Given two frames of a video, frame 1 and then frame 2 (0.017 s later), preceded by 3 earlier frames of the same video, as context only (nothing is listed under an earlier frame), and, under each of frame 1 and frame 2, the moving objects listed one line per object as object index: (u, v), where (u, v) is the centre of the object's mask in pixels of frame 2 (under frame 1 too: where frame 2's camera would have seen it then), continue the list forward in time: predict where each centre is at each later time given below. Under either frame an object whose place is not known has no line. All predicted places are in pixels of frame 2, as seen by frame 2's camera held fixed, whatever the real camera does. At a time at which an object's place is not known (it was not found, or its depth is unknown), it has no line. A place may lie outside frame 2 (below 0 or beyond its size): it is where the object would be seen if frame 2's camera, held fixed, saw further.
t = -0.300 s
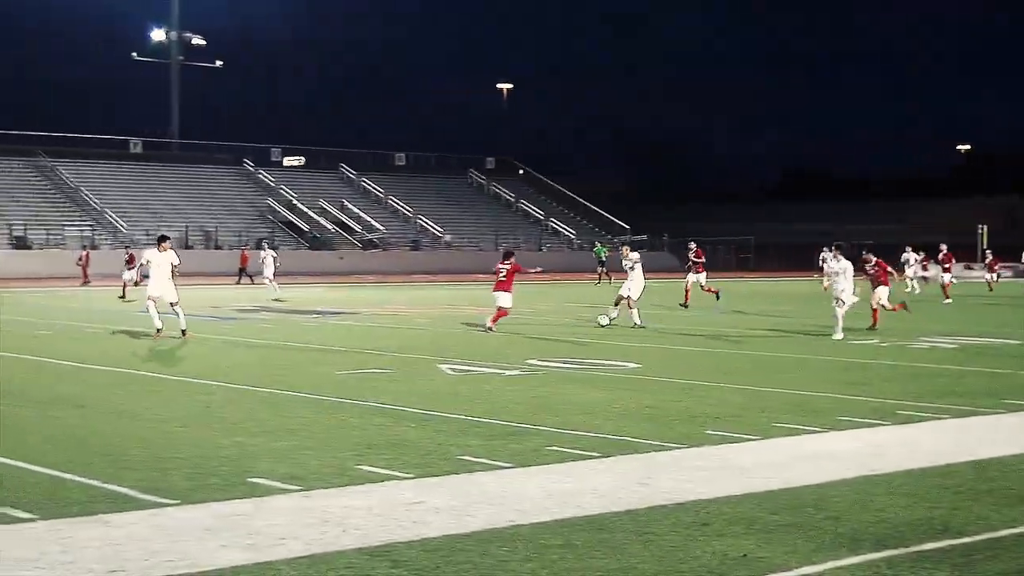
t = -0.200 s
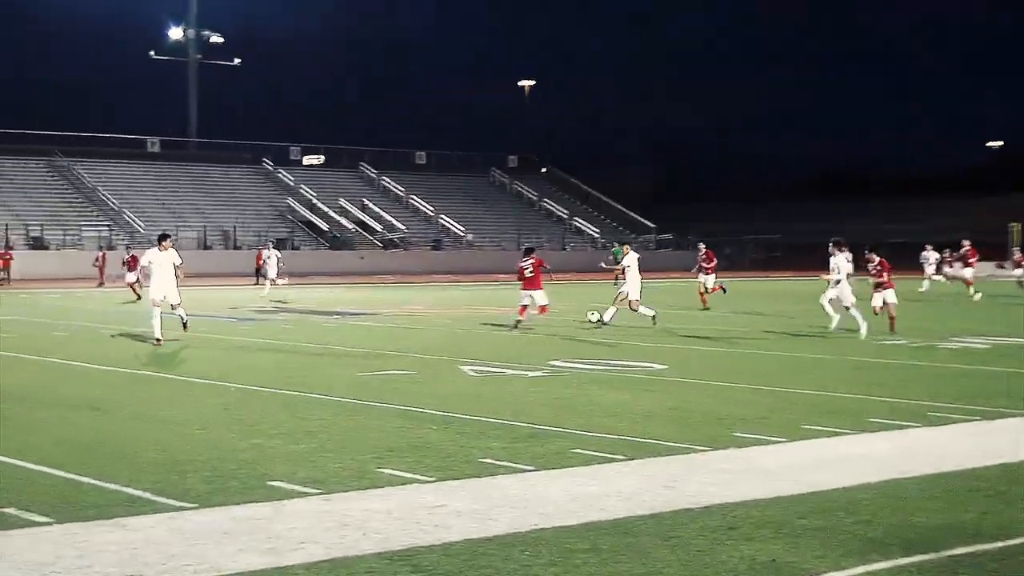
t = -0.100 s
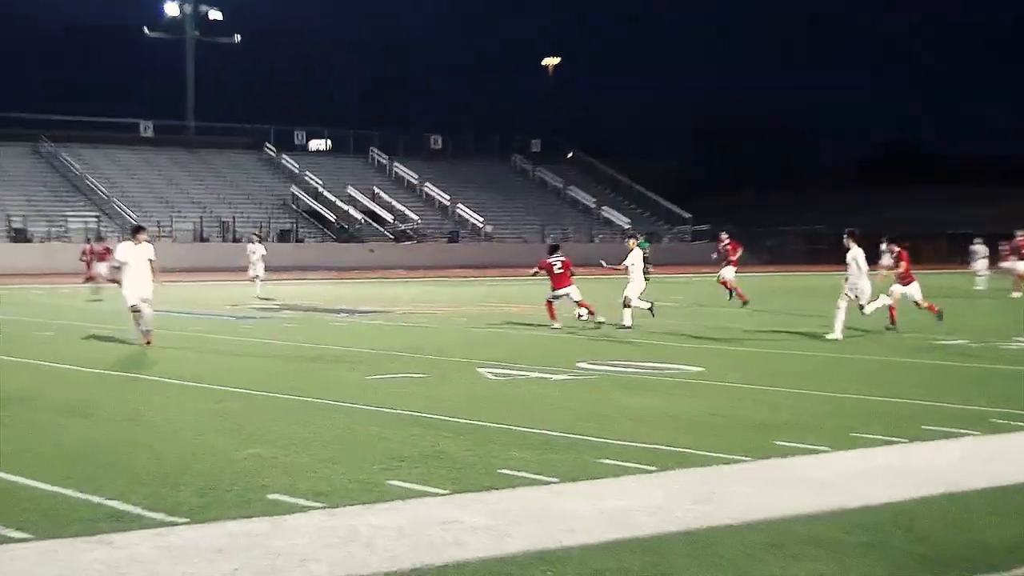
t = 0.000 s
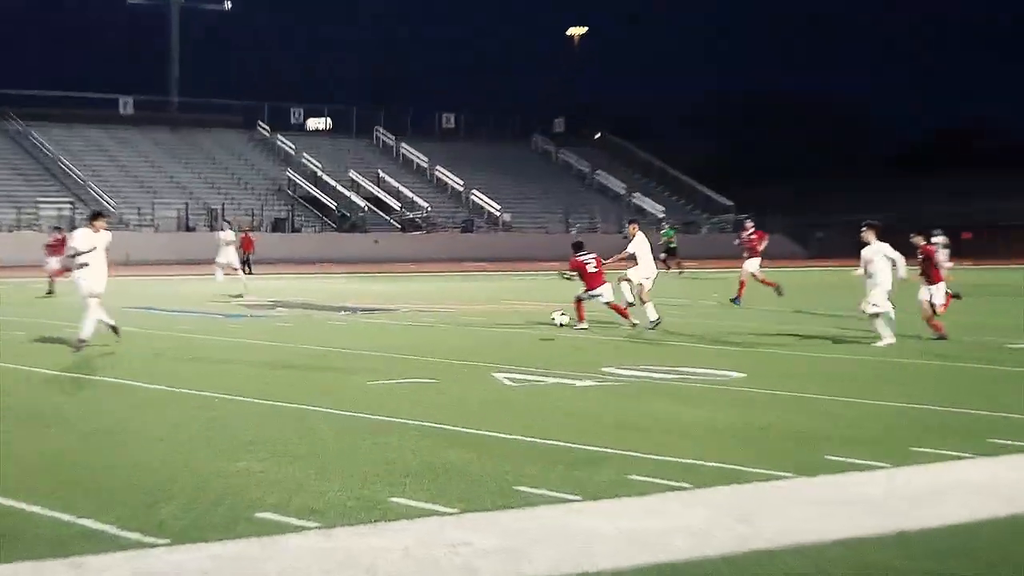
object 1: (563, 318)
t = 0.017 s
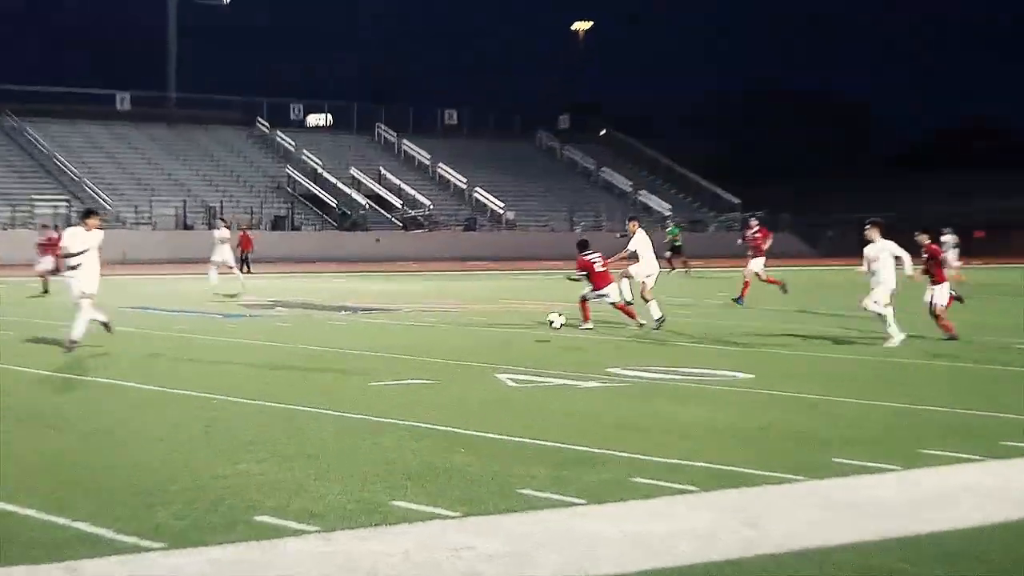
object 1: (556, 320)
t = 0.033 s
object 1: (548, 321)
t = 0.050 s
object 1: (540, 324)
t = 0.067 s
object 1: (534, 325)
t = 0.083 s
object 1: (526, 329)
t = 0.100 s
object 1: (517, 332)
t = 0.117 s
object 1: (508, 334)
